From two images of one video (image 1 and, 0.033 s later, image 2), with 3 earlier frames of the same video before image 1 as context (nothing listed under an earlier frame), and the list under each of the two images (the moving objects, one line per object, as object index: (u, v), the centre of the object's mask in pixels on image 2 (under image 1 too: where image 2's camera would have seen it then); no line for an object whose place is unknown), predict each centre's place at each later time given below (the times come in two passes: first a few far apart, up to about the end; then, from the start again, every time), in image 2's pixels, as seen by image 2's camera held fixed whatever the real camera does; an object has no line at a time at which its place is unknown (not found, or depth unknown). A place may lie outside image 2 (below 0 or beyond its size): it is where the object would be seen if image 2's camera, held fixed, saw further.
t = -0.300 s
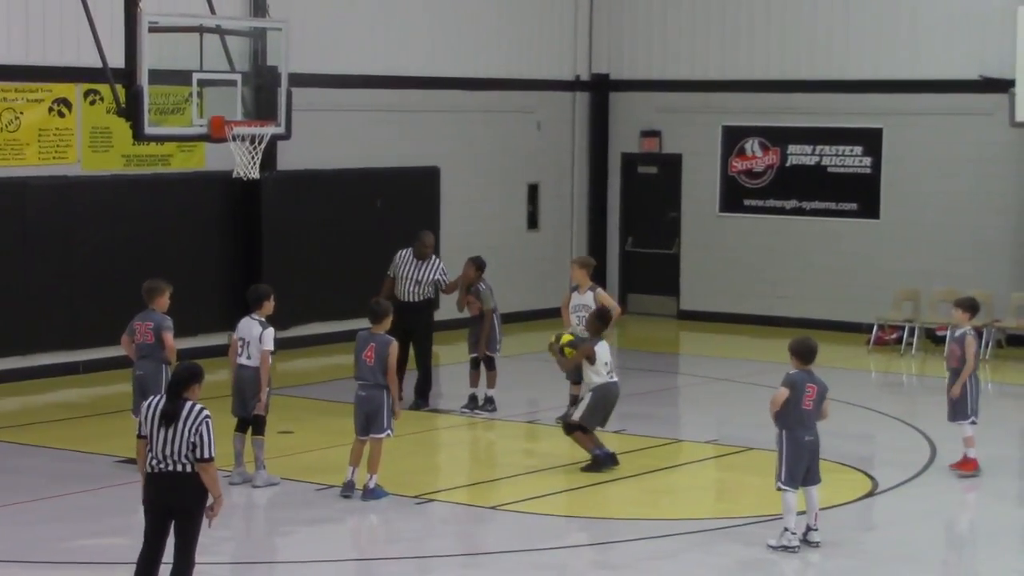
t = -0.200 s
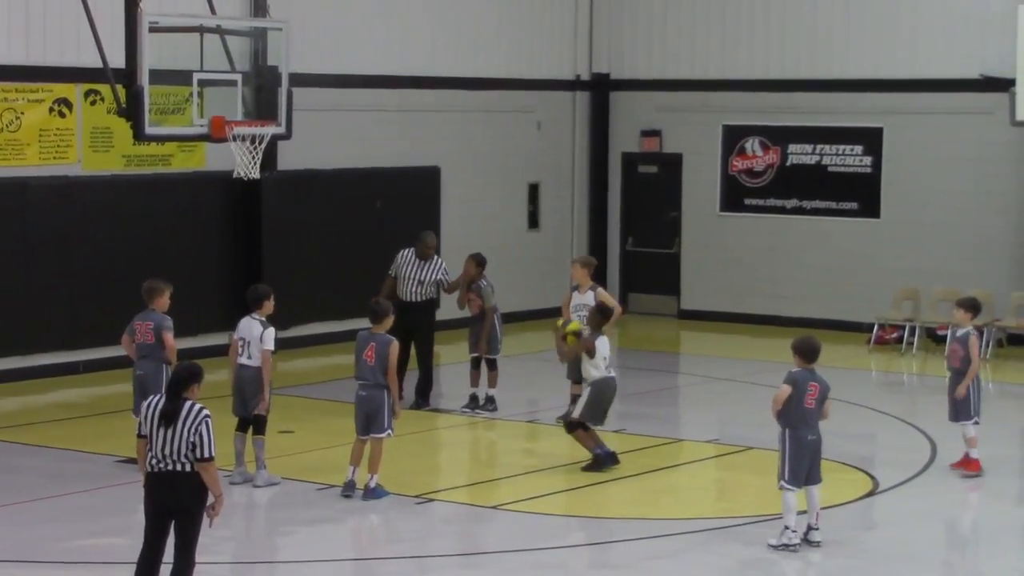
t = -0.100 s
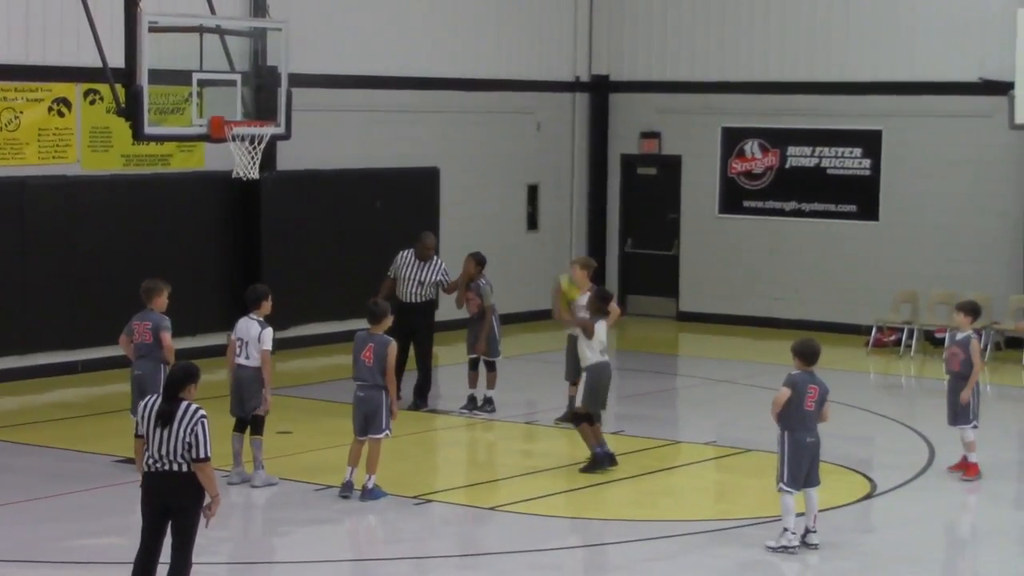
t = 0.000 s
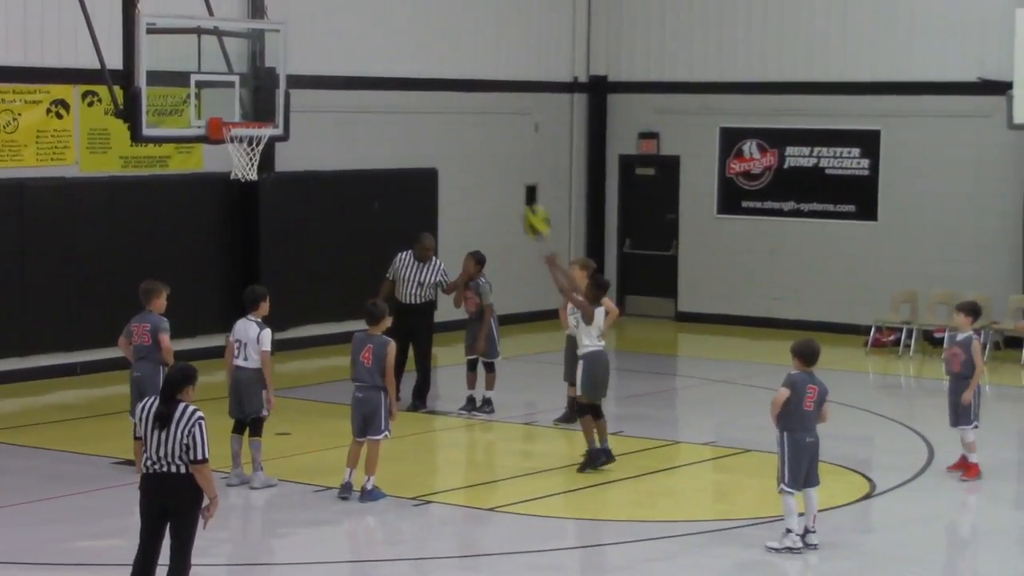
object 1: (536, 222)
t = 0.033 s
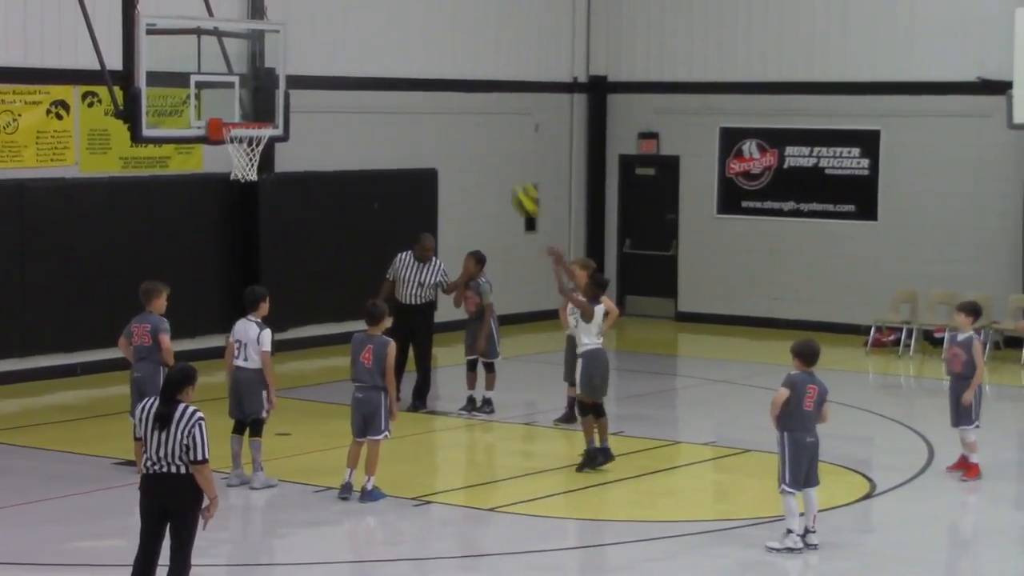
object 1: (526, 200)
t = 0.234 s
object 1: (463, 96)
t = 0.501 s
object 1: (386, 37)
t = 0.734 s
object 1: (324, 52)
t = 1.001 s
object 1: (259, 141)
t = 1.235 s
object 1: (305, 230)
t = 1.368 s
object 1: (332, 307)
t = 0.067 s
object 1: (515, 179)
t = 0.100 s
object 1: (505, 160)
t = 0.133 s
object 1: (494, 143)
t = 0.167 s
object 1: (484, 125)
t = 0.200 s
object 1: (474, 111)
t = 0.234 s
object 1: (463, 96)
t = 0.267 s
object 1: (454, 85)
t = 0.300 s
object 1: (444, 75)
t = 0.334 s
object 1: (434, 65)
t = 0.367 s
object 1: (424, 57)
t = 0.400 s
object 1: (414, 50)
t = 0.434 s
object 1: (405, 44)
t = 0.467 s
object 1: (396, 40)
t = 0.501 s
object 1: (386, 37)
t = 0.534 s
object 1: (377, 36)
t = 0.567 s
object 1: (368, 35)
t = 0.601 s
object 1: (359, 36)
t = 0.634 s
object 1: (350, 38)
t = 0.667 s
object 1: (341, 42)
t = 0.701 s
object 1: (333, 46)
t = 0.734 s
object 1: (324, 52)
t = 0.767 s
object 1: (315, 59)
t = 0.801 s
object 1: (307, 68)
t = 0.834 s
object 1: (299, 77)
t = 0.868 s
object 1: (291, 86)
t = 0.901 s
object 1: (281, 99)
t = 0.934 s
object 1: (273, 111)
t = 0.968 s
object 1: (267, 118)
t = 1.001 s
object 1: (259, 141)
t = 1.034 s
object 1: (268, 150)
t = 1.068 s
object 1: (271, 159)
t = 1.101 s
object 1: (279, 172)
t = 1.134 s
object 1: (285, 184)
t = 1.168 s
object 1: (292, 198)
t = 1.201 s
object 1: (298, 213)
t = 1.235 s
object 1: (305, 230)
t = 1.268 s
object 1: (312, 247)
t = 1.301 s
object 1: (319, 267)
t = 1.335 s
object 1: (325, 287)
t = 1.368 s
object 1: (332, 307)
